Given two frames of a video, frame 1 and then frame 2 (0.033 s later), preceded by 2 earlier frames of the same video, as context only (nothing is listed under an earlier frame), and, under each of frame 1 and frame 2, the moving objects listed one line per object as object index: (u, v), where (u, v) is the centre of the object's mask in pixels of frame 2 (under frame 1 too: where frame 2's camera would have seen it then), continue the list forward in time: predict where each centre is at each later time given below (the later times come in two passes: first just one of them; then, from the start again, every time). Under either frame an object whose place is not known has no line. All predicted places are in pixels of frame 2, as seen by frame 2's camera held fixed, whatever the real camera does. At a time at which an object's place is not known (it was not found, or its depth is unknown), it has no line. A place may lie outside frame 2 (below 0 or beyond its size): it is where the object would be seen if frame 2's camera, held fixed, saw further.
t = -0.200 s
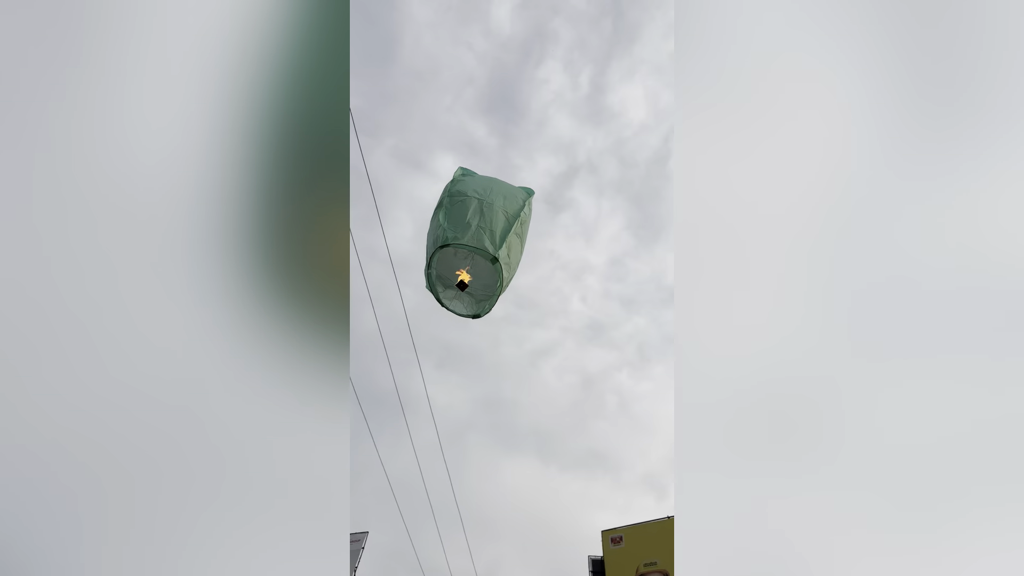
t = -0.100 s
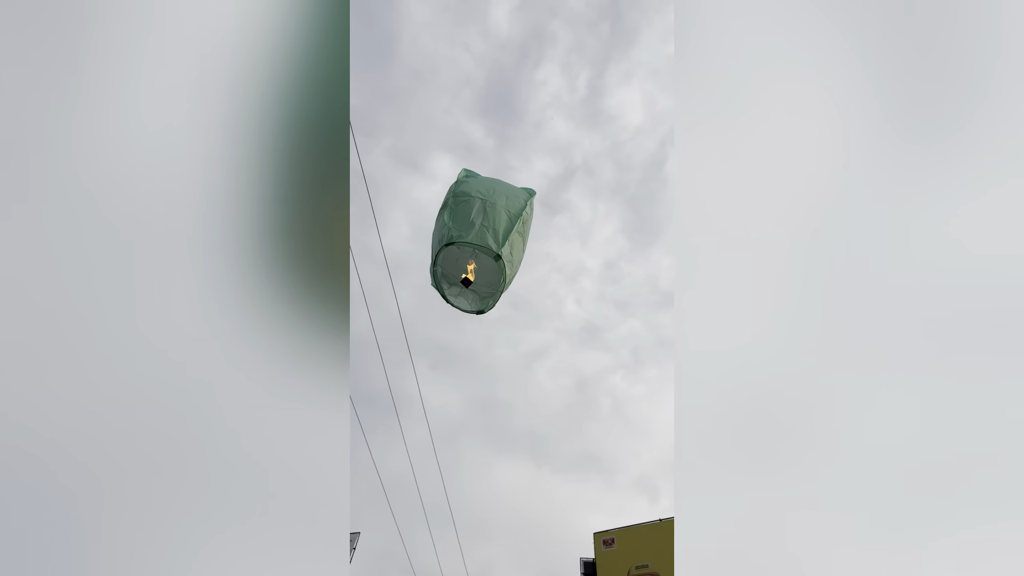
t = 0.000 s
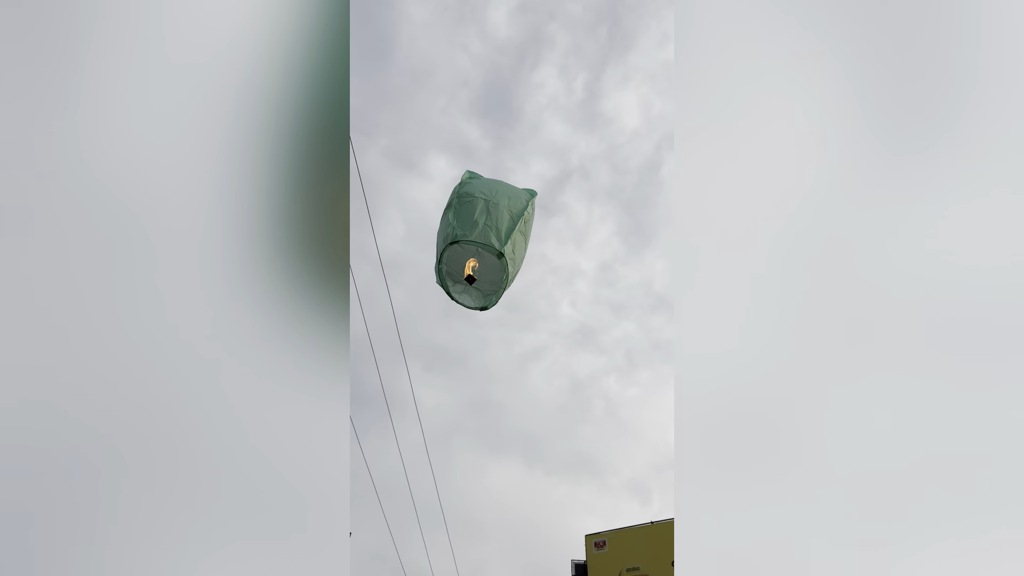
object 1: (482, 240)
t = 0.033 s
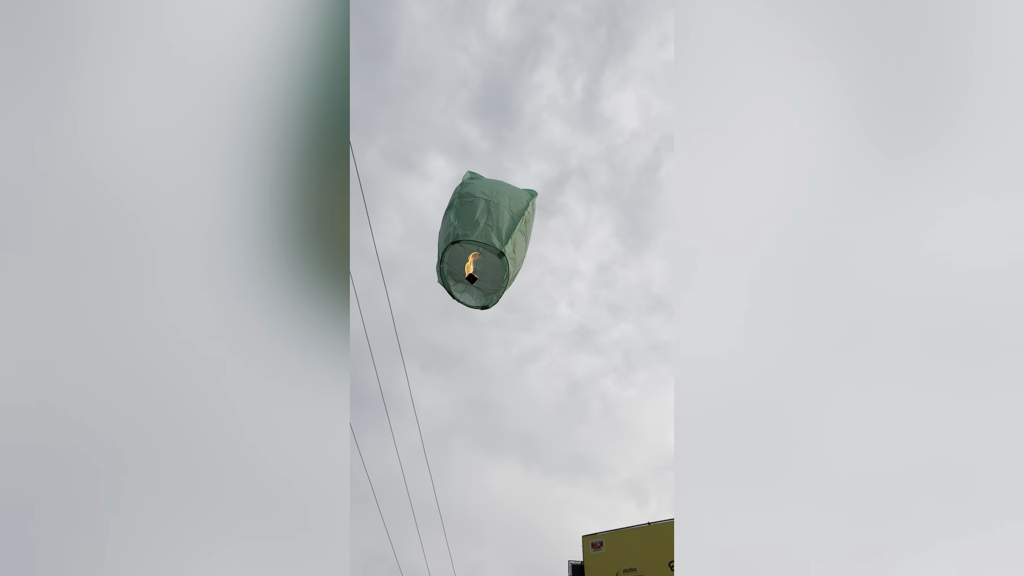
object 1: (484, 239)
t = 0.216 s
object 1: (498, 237)
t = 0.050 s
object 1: (485, 239)
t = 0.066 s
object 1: (486, 239)
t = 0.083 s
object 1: (487, 239)
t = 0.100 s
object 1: (489, 238)
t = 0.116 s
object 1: (490, 238)
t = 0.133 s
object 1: (491, 238)
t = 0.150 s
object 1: (493, 238)
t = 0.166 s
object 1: (494, 237)
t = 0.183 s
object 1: (495, 237)
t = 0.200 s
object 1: (496, 237)
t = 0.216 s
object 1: (498, 237)
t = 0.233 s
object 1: (499, 236)
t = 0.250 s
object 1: (500, 236)
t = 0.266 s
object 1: (501, 236)
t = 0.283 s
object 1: (503, 236)
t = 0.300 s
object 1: (504, 235)
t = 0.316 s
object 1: (506, 235)
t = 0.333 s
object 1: (507, 235)
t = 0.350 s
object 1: (508, 235)
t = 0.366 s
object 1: (510, 234)
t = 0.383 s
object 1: (511, 234)
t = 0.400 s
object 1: (512, 234)
